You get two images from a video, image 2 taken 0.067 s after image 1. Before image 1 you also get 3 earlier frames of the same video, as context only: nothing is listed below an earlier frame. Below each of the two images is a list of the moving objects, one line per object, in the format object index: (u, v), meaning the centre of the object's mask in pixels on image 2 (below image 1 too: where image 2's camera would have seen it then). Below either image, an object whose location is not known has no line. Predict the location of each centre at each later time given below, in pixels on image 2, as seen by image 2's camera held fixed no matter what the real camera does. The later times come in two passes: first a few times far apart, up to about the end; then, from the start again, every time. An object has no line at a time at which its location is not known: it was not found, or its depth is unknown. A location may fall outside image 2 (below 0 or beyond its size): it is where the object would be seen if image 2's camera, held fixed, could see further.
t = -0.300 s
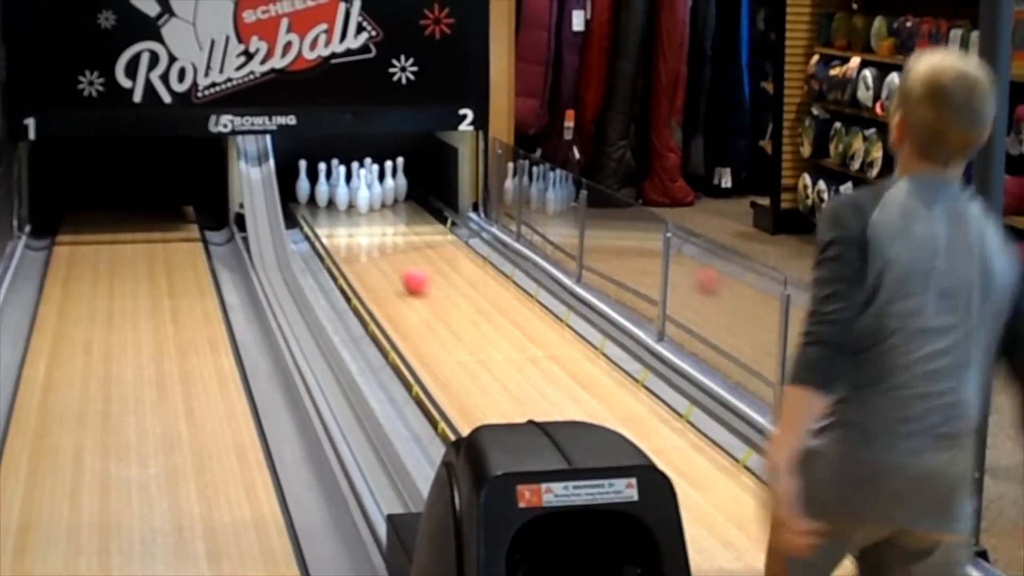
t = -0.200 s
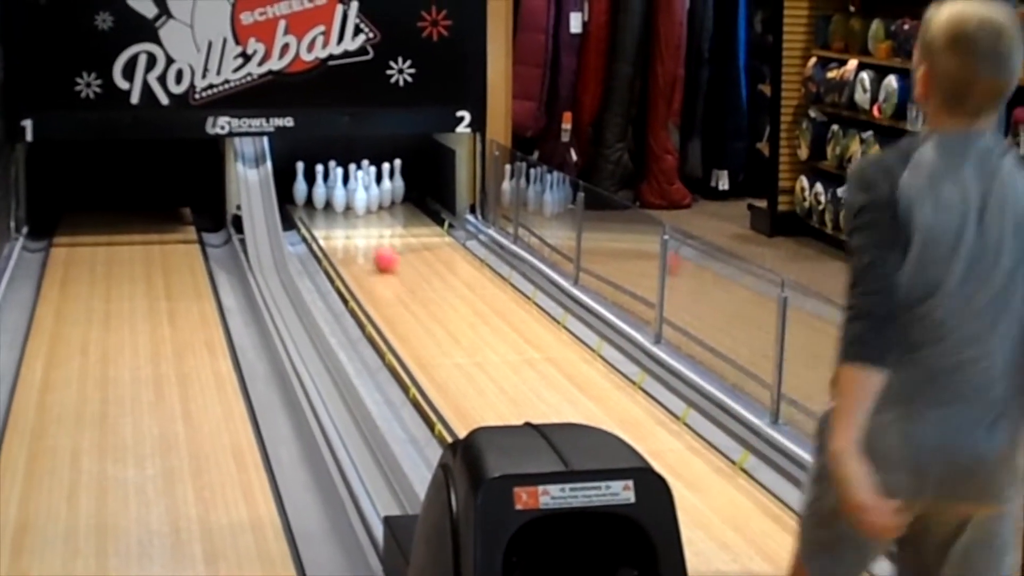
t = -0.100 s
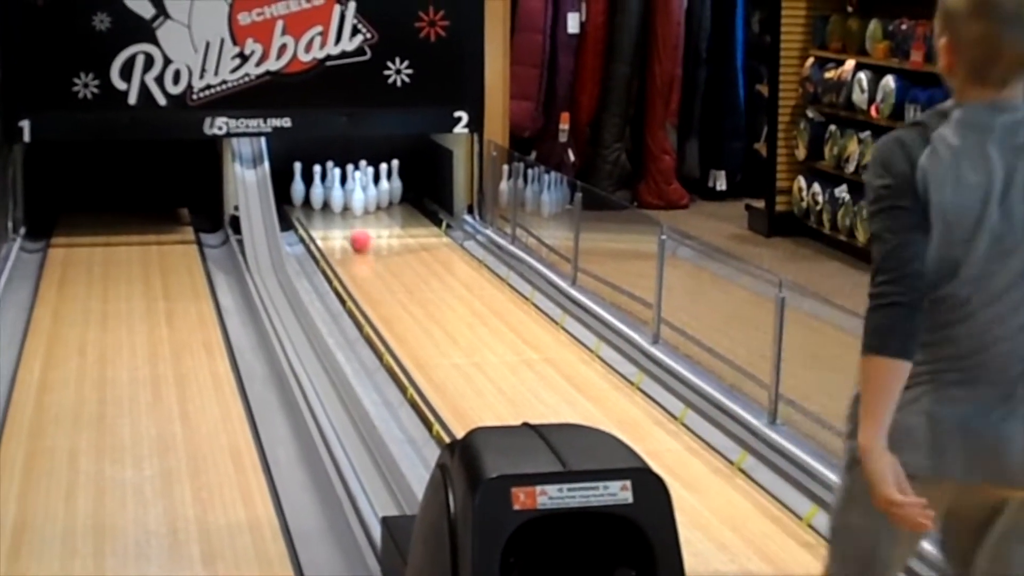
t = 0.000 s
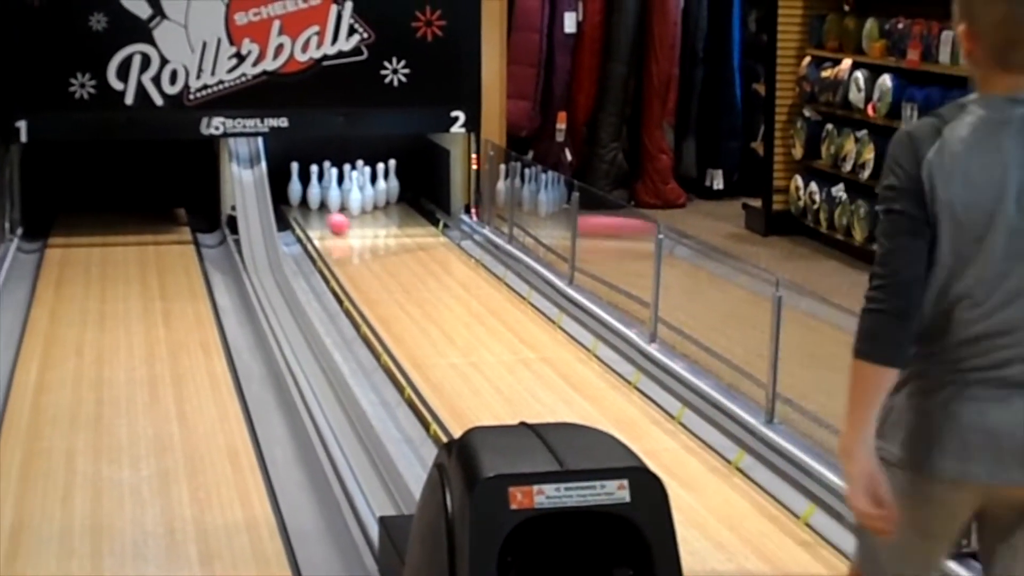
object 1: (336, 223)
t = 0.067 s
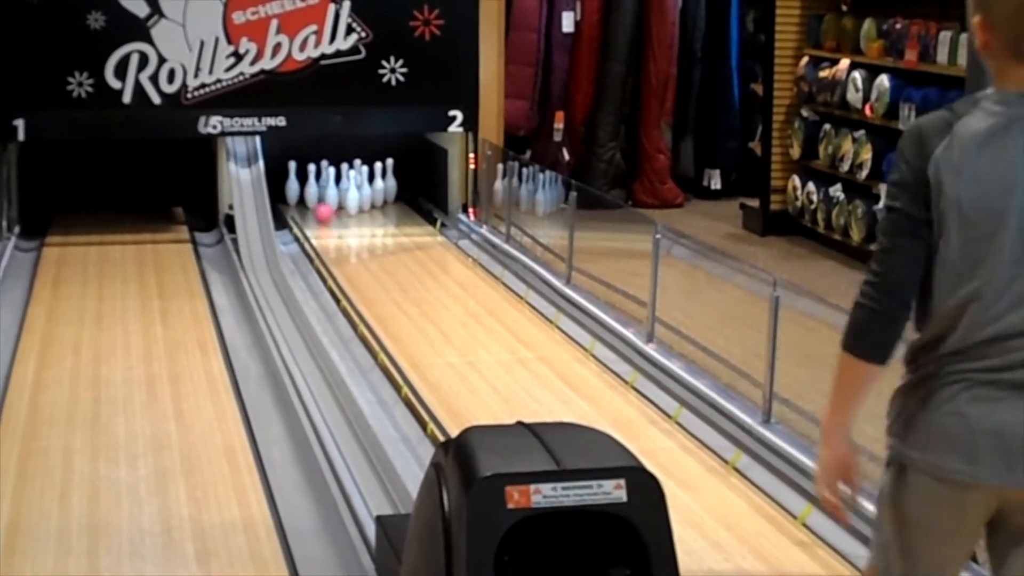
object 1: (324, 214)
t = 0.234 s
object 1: (297, 196)
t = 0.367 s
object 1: (288, 195)
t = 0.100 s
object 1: (319, 209)
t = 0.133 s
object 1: (313, 204)
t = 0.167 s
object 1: (308, 201)
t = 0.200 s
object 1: (301, 199)
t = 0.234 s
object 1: (297, 196)
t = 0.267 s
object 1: (294, 195)
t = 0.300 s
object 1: (292, 193)
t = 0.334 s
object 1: (290, 194)
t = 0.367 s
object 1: (288, 195)
